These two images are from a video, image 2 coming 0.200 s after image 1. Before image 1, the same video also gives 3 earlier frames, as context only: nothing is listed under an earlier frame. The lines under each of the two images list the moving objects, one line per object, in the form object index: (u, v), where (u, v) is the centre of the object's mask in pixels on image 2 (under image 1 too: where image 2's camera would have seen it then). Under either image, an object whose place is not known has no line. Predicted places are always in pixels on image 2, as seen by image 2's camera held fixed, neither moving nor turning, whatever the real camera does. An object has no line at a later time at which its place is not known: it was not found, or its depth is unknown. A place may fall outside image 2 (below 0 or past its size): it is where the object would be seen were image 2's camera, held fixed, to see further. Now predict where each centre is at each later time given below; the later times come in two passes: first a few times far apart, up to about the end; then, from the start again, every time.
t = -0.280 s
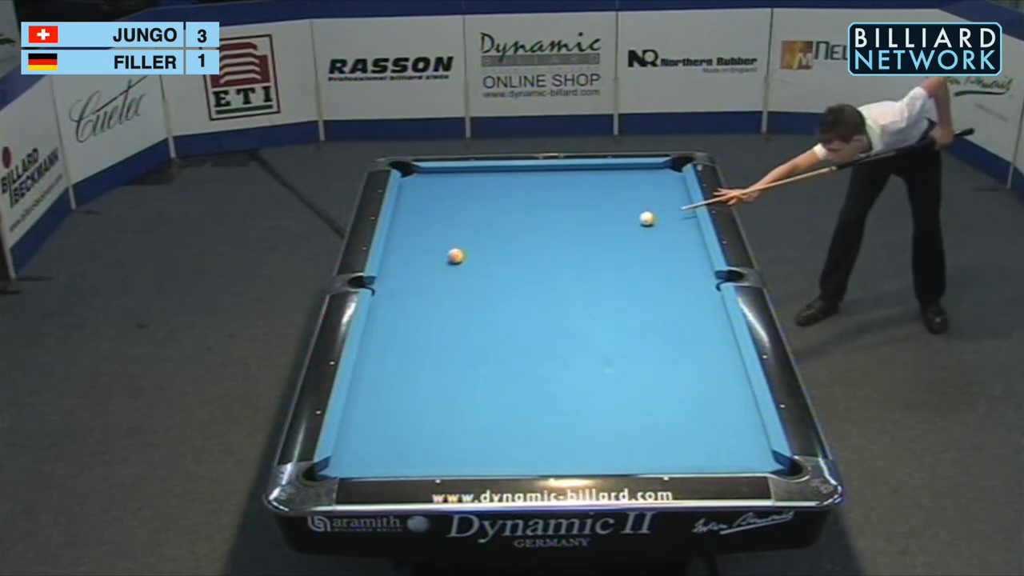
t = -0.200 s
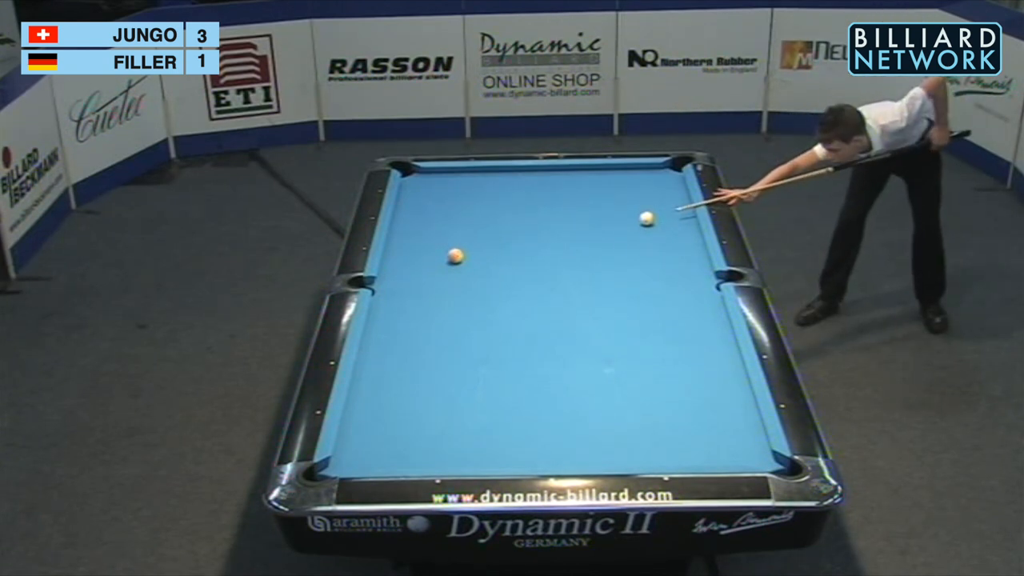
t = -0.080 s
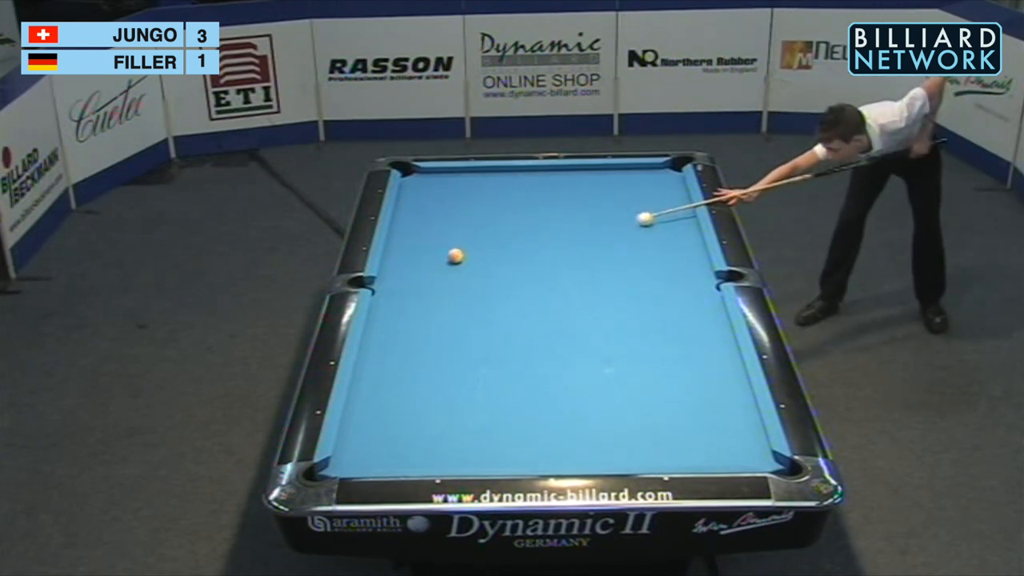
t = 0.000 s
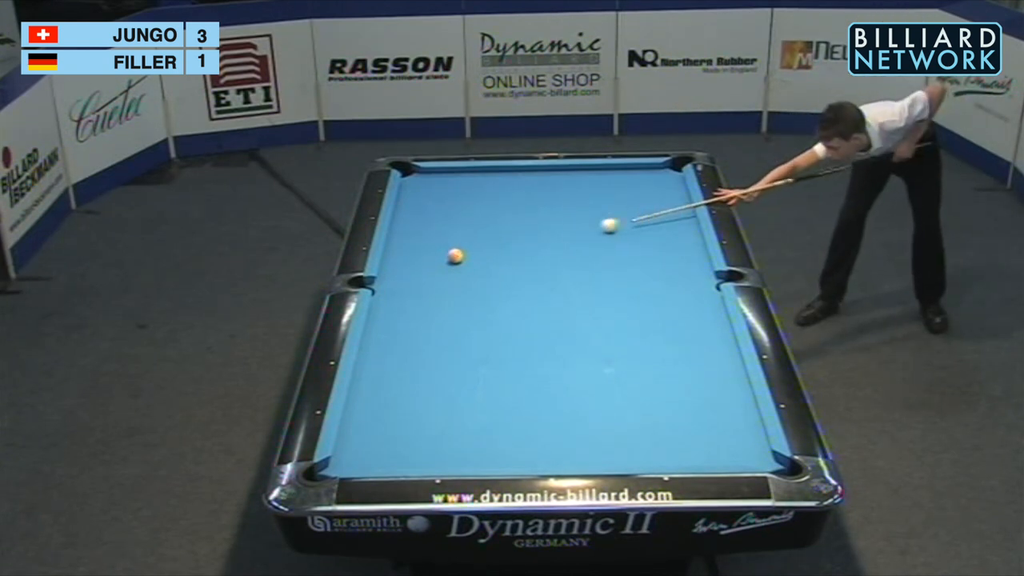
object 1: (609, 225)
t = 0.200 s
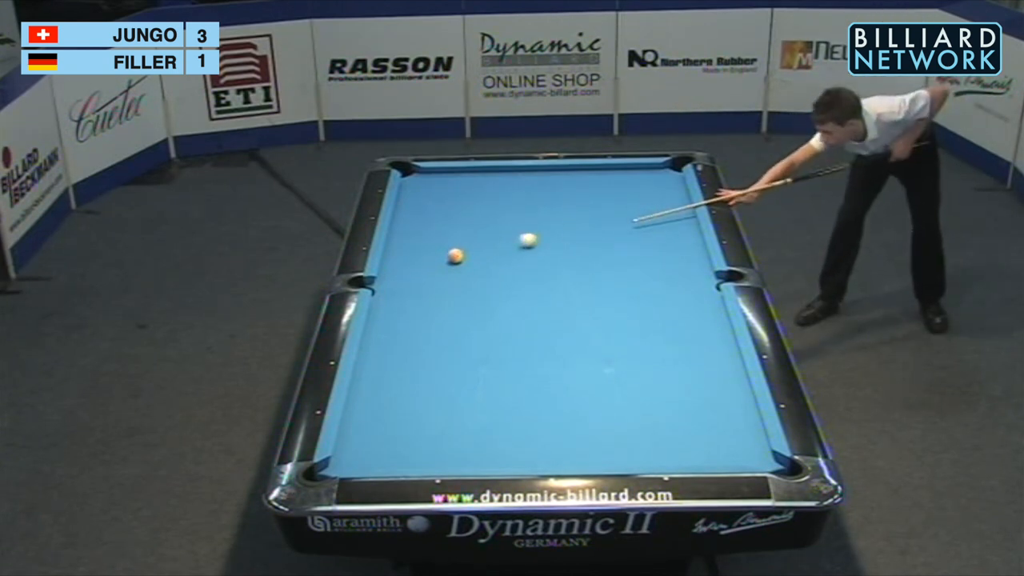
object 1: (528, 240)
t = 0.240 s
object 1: (511, 243)
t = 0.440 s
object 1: (454, 248)
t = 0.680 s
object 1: (412, 245)
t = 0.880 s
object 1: (400, 241)
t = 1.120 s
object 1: (425, 236)
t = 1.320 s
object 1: (446, 232)
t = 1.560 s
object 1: (467, 228)
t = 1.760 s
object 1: (485, 225)
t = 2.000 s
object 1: (504, 221)
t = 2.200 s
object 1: (520, 218)
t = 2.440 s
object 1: (537, 215)
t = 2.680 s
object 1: (554, 211)
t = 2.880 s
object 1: (566, 209)
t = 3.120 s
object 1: (580, 206)
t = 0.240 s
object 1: (511, 243)
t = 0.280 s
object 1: (496, 246)
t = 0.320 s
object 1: (479, 249)
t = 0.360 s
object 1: (466, 251)
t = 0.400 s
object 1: (460, 250)
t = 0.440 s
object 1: (454, 248)
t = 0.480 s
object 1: (448, 247)
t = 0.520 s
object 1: (442, 247)
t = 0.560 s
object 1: (434, 246)
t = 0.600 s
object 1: (427, 246)
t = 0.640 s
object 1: (419, 245)
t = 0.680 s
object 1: (412, 245)
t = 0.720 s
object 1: (405, 244)
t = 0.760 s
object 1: (398, 244)
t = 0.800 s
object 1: (392, 243)
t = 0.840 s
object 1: (396, 242)
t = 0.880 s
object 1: (400, 241)
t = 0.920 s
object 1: (405, 240)
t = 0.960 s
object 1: (409, 240)
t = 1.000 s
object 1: (413, 239)
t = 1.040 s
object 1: (417, 238)
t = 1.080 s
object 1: (421, 238)
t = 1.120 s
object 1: (425, 236)
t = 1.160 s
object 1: (430, 236)
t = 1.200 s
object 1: (434, 235)
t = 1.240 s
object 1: (438, 234)
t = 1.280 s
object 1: (442, 233)
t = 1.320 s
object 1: (446, 232)
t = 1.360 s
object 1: (449, 232)
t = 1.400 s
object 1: (453, 231)
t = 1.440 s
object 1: (456, 230)
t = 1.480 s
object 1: (460, 230)
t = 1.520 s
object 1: (464, 229)
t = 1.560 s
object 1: (467, 228)
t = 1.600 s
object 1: (471, 228)
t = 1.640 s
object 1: (474, 227)
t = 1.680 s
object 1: (478, 226)
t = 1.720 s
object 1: (482, 226)
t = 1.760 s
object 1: (485, 225)
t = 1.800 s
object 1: (488, 224)
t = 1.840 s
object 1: (491, 224)
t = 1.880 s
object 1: (495, 223)
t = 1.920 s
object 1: (498, 222)
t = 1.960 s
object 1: (501, 222)
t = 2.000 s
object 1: (504, 221)
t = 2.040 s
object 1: (508, 220)
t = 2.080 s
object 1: (511, 220)
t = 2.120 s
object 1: (514, 219)
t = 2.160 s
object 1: (517, 219)
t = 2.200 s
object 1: (520, 218)
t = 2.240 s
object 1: (523, 218)
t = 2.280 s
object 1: (526, 217)
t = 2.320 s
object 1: (529, 216)
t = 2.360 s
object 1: (532, 216)
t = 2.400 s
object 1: (535, 215)
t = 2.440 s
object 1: (537, 215)
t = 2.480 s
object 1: (540, 214)
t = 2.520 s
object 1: (543, 214)
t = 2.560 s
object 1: (546, 213)
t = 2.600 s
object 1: (548, 213)
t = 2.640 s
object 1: (551, 212)
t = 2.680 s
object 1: (554, 211)
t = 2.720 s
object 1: (556, 211)
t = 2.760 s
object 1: (559, 211)
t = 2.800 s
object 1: (561, 210)
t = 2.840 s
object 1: (564, 210)
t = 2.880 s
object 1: (566, 209)
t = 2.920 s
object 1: (569, 209)
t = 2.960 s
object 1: (571, 208)
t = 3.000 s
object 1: (573, 208)
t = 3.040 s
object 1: (576, 207)
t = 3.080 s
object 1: (578, 207)
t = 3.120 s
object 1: (580, 206)
